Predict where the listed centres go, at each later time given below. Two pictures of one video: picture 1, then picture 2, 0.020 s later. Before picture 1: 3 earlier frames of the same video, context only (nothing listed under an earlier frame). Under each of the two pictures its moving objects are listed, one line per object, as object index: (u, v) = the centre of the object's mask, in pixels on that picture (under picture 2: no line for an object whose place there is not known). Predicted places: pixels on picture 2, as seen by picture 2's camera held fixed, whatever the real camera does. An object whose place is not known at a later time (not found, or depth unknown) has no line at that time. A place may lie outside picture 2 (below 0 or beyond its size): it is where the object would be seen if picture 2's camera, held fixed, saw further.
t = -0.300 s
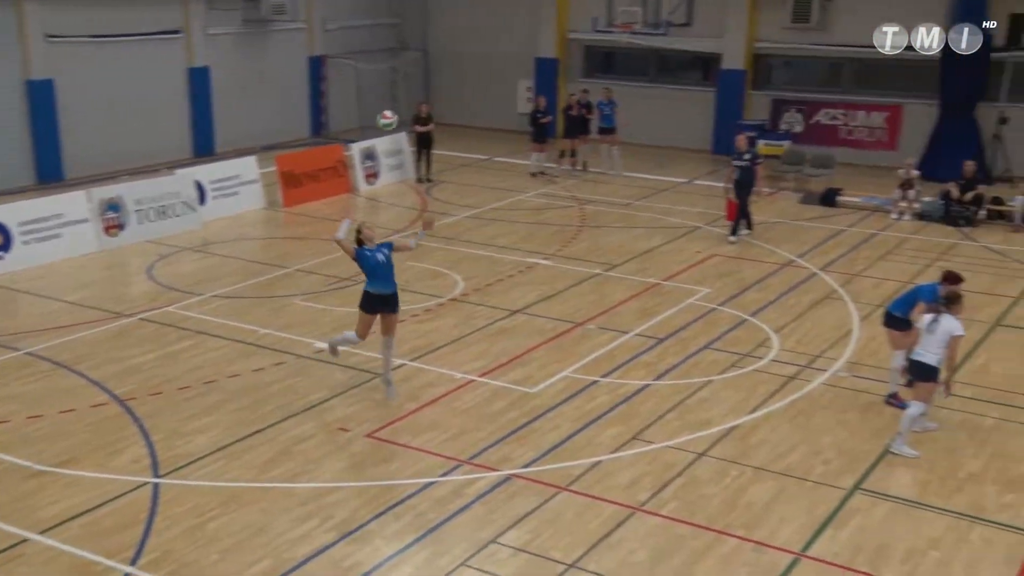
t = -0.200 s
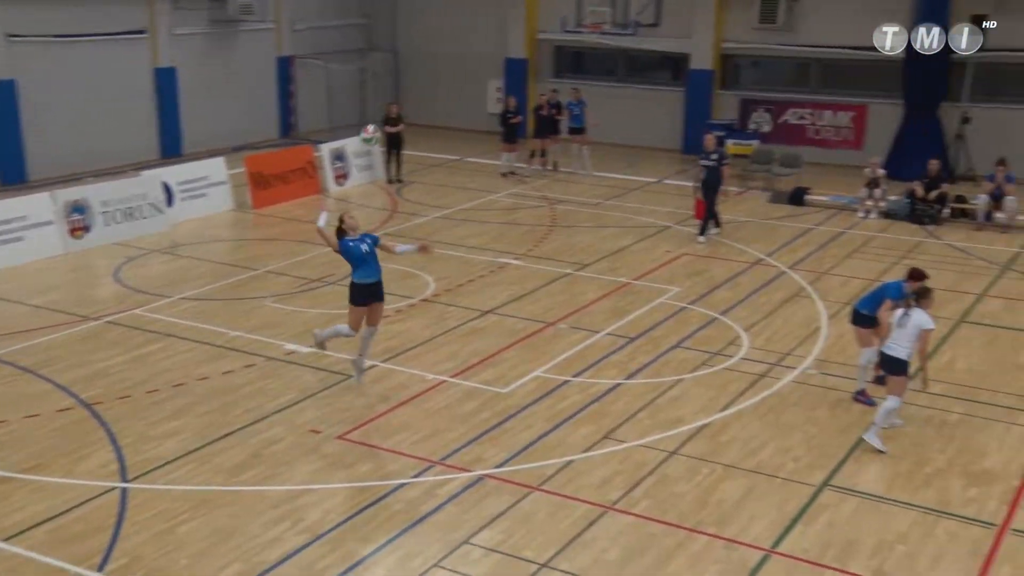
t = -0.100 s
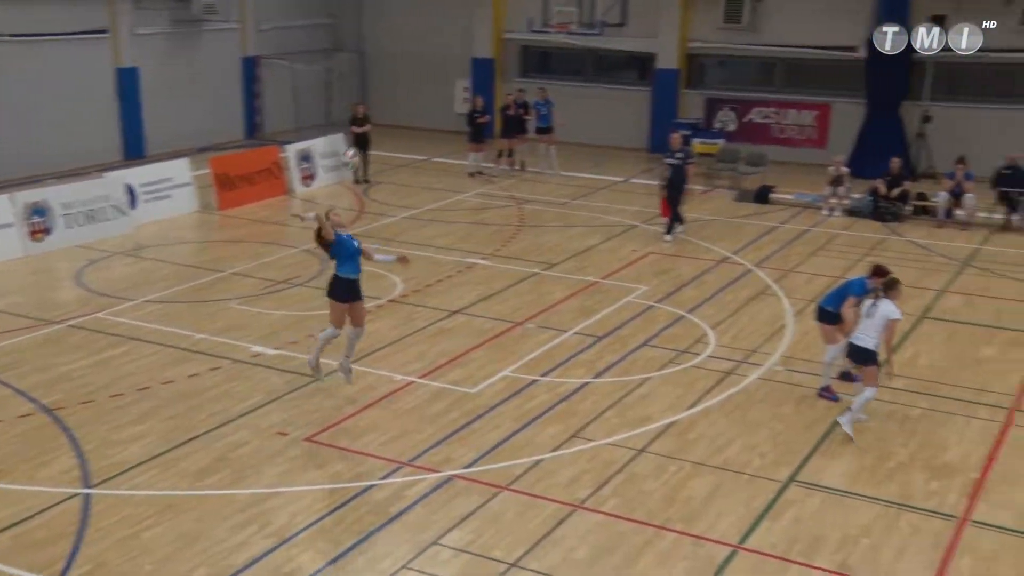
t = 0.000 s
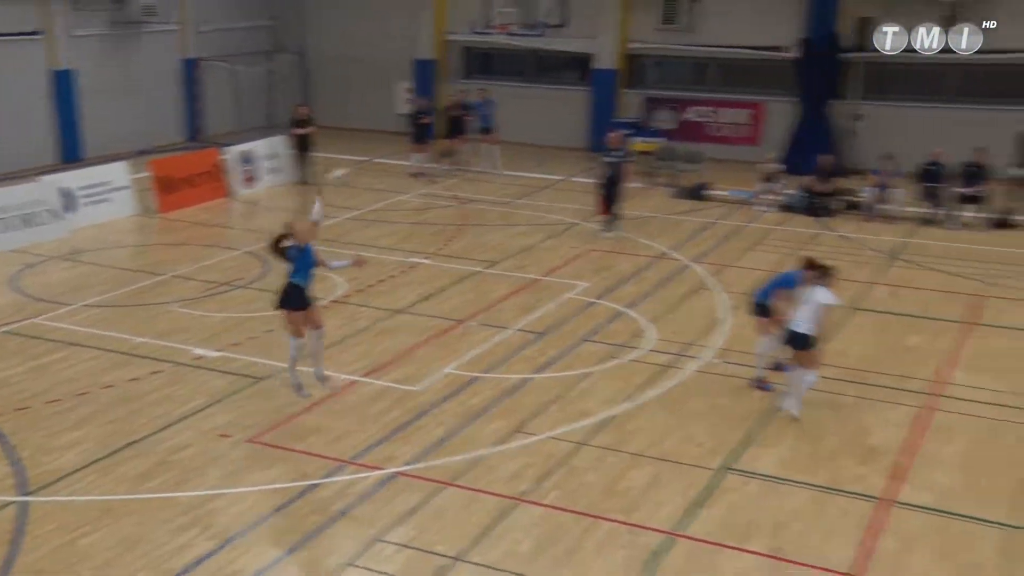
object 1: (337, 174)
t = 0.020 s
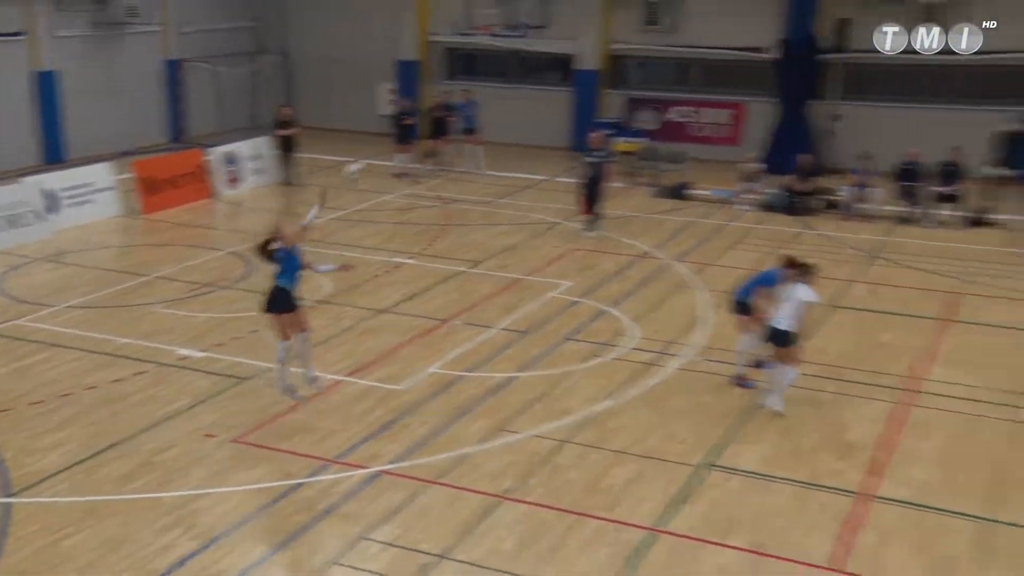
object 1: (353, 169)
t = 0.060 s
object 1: (415, 158)
